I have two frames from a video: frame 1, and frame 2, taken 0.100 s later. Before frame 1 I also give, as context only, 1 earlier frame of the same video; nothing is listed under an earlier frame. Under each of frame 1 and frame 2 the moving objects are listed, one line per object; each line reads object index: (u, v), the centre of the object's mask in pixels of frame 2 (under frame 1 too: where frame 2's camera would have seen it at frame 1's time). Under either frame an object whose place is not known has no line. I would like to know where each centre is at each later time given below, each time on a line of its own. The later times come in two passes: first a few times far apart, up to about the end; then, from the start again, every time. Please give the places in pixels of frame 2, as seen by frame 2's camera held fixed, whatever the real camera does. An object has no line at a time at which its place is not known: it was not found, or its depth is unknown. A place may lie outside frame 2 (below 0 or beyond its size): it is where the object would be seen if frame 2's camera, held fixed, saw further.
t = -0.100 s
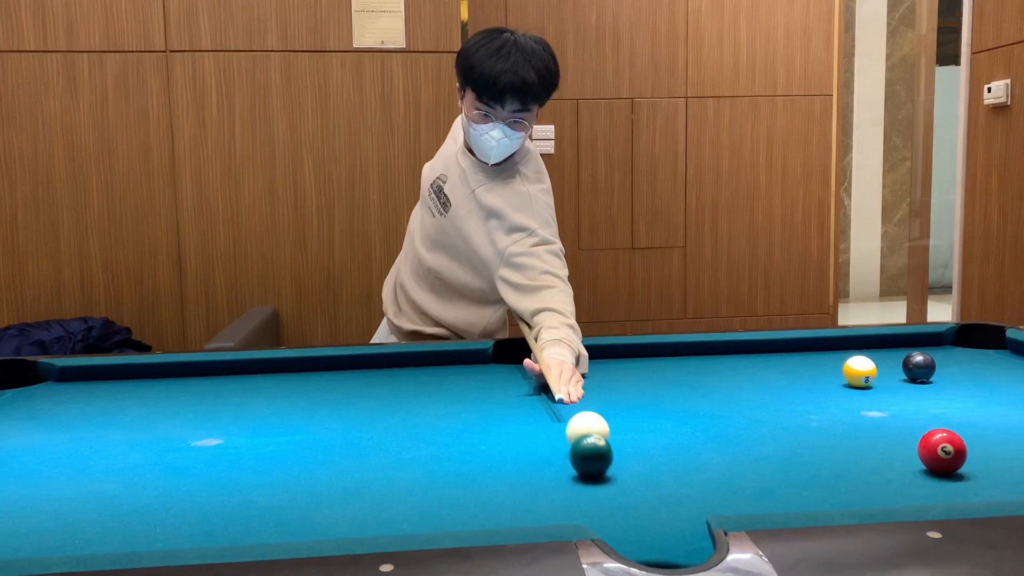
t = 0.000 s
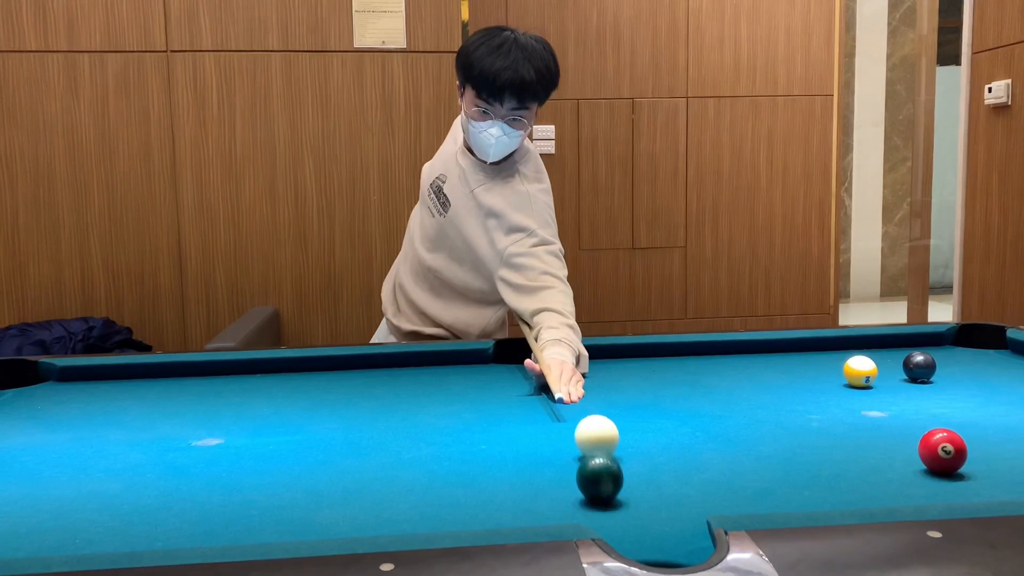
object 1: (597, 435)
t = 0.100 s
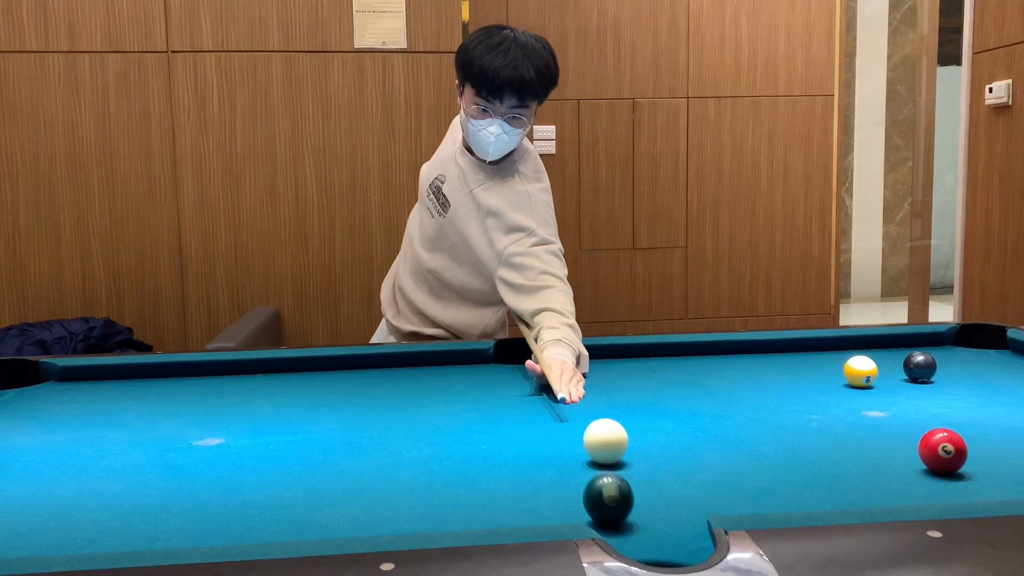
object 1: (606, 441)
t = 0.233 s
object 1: (616, 447)
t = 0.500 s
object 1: (638, 457)
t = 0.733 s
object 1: (654, 465)
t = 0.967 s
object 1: (669, 472)
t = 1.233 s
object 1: (683, 478)
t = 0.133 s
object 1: (608, 442)
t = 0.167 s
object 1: (611, 444)
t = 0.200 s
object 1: (614, 445)
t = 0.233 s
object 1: (616, 447)
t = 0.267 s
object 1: (619, 448)
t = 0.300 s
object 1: (622, 449)
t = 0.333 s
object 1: (625, 451)
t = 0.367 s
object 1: (627, 452)
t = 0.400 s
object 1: (630, 453)
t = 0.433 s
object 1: (632, 455)
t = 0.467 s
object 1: (635, 456)
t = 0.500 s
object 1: (638, 457)
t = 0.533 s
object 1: (640, 458)
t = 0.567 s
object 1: (643, 459)
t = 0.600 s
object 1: (645, 461)
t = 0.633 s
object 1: (647, 462)
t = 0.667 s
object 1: (650, 463)
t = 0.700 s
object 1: (652, 464)
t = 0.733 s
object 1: (654, 465)
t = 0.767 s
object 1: (657, 466)
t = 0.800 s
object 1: (659, 467)
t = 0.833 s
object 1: (661, 468)
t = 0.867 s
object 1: (663, 469)
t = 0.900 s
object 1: (665, 470)
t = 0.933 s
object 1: (667, 471)
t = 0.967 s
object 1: (669, 472)
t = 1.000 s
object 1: (671, 473)
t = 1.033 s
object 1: (673, 474)
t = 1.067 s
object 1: (674, 474)
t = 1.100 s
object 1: (676, 475)
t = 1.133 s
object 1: (678, 476)
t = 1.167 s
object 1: (680, 477)
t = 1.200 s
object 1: (681, 477)
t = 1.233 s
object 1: (683, 478)
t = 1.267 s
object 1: (684, 478)
